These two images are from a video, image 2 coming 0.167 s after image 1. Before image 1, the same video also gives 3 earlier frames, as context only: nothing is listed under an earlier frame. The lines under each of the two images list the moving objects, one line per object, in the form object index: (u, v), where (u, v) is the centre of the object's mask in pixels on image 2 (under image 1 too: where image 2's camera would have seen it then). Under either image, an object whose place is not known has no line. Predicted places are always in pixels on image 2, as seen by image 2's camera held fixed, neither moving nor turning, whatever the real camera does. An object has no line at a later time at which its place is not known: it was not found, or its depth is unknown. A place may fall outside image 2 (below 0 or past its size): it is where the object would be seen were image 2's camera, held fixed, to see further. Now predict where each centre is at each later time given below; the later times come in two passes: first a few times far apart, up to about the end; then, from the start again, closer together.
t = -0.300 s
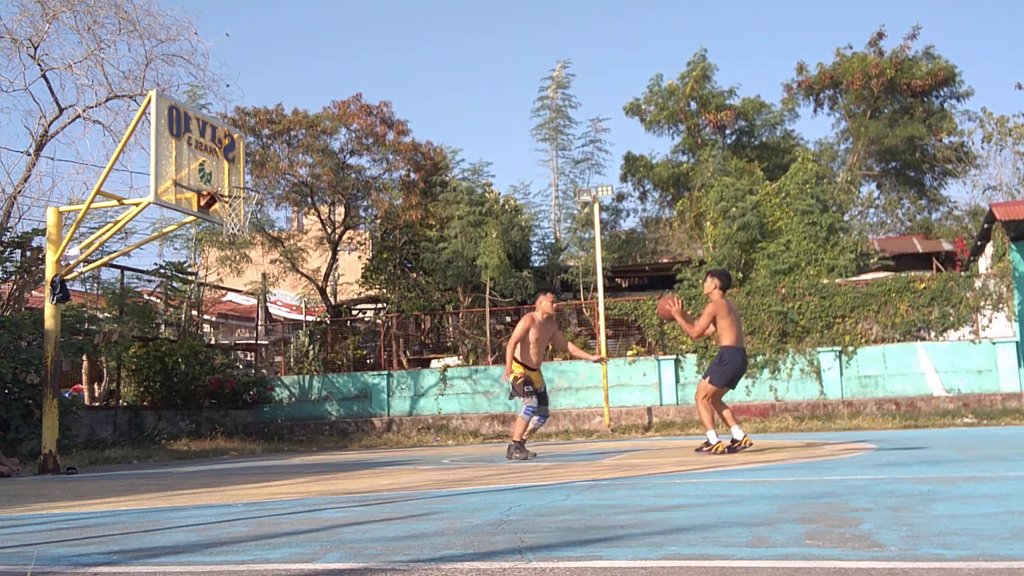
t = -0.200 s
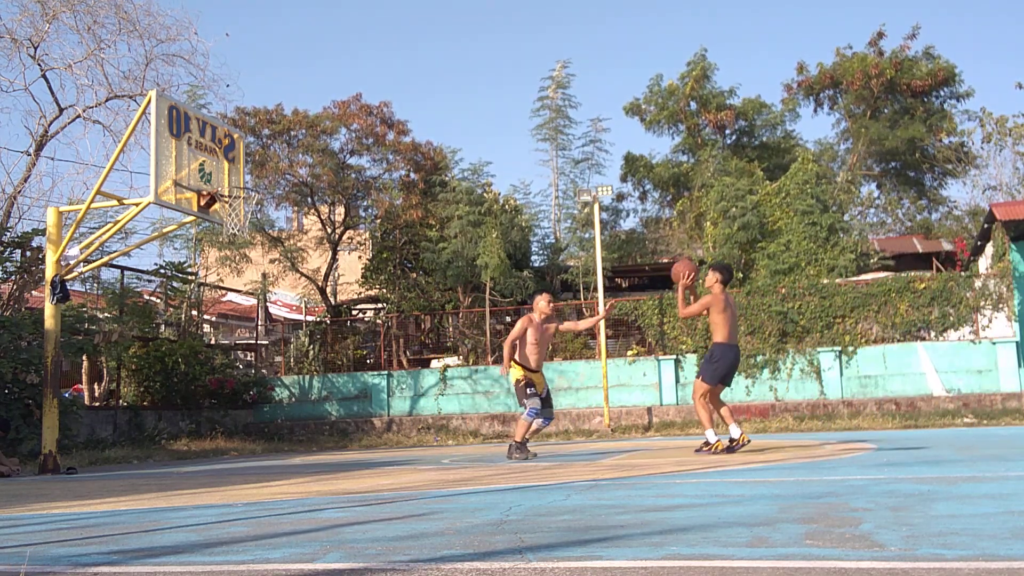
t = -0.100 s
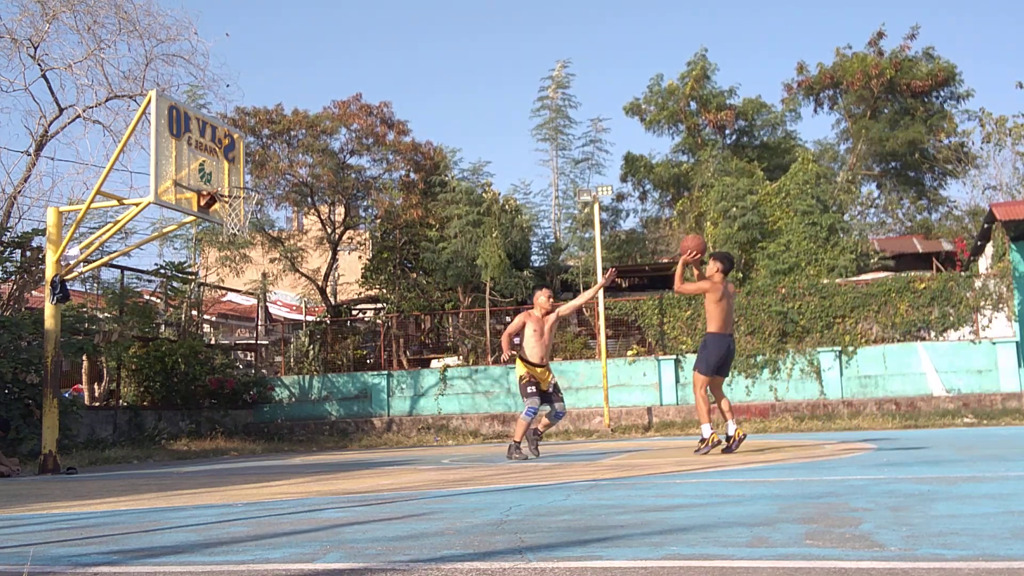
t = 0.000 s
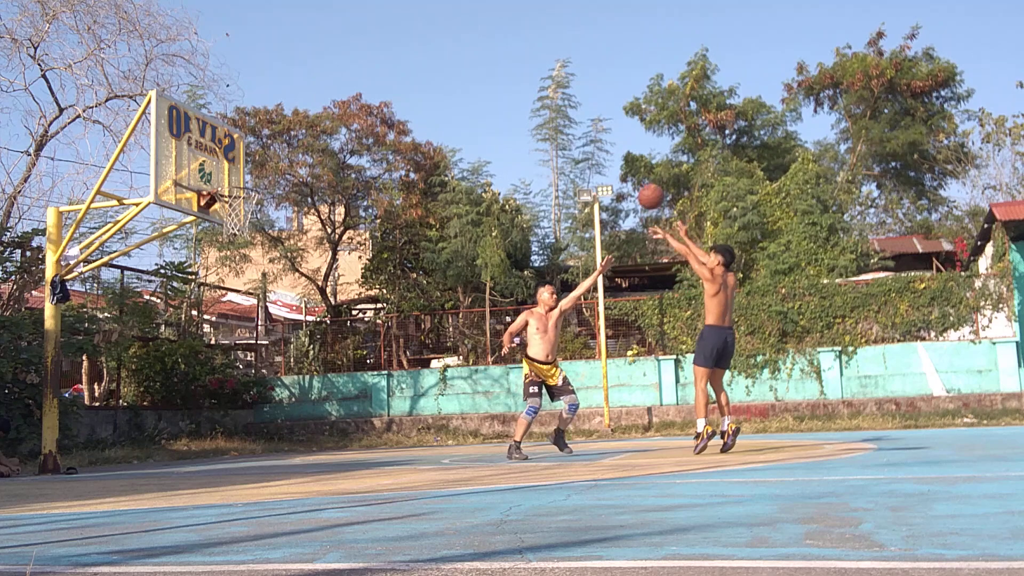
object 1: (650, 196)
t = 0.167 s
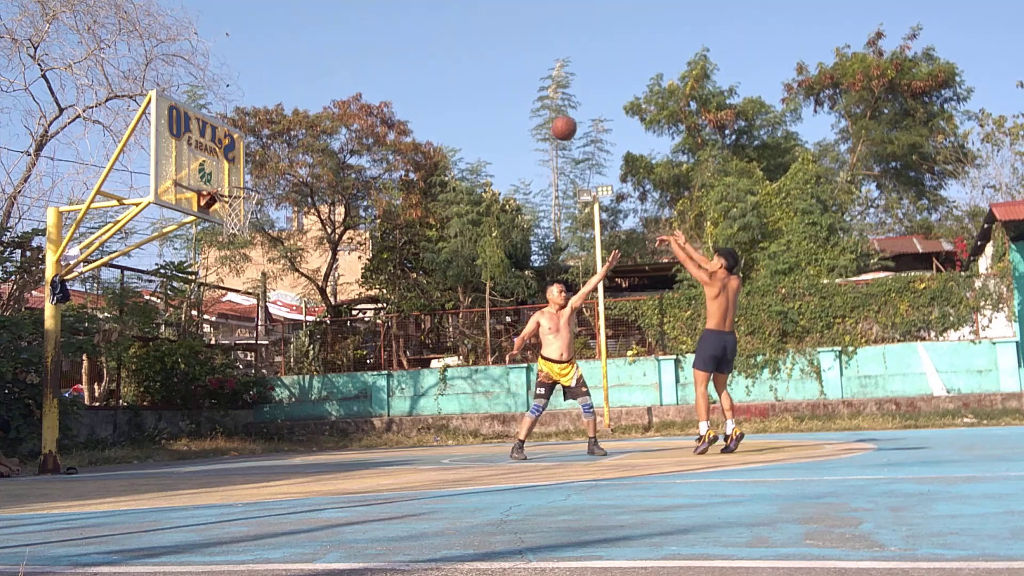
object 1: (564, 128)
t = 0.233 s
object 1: (532, 110)
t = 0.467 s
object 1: (430, 82)
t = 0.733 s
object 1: (327, 111)
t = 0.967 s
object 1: (248, 183)
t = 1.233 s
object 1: (207, 254)
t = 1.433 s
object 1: (190, 332)
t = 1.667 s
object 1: (172, 452)
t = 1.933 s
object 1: (181, 348)
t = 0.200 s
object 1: (548, 118)
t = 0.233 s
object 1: (532, 110)
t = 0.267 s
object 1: (516, 102)
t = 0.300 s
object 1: (501, 96)
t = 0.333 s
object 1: (486, 91)
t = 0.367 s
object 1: (472, 87)
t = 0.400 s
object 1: (458, 84)
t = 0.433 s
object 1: (443, 83)
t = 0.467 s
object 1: (430, 82)
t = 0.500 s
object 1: (416, 82)
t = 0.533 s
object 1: (403, 83)
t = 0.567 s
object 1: (390, 86)
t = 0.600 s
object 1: (377, 89)
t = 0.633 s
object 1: (364, 93)
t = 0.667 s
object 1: (351, 98)
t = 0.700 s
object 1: (339, 104)
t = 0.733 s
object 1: (327, 111)
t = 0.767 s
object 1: (315, 119)
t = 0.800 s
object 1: (303, 128)
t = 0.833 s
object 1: (292, 138)
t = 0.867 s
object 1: (280, 147)
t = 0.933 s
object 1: (258, 171)
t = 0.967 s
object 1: (248, 183)
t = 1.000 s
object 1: (236, 195)
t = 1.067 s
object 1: (221, 215)
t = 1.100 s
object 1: (219, 222)
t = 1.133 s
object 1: (215, 228)
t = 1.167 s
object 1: (213, 236)
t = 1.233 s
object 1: (207, 254)
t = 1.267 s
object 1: (205, 265)
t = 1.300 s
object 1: (202, 276)
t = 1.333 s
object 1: (199, 289)
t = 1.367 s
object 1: (197, 302)
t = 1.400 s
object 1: (193, 316)
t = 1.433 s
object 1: (190, 332)
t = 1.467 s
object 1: (187, 348)
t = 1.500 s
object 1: (185, 367)
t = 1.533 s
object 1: (183, 386)
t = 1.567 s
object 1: (180, 406)
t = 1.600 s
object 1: (176, 427)
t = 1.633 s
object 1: (172, 449)
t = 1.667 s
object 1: (172, 452)
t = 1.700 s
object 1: (173, 436)
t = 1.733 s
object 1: (175, 421)
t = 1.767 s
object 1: (176, 406)
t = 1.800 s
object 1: (177, 393)
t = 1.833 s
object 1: (178, 380)
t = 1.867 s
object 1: (179, 369)
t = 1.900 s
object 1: (180, 358)
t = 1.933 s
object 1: (181, 348)
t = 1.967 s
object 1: (182, 339)
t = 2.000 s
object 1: (183, 332)
